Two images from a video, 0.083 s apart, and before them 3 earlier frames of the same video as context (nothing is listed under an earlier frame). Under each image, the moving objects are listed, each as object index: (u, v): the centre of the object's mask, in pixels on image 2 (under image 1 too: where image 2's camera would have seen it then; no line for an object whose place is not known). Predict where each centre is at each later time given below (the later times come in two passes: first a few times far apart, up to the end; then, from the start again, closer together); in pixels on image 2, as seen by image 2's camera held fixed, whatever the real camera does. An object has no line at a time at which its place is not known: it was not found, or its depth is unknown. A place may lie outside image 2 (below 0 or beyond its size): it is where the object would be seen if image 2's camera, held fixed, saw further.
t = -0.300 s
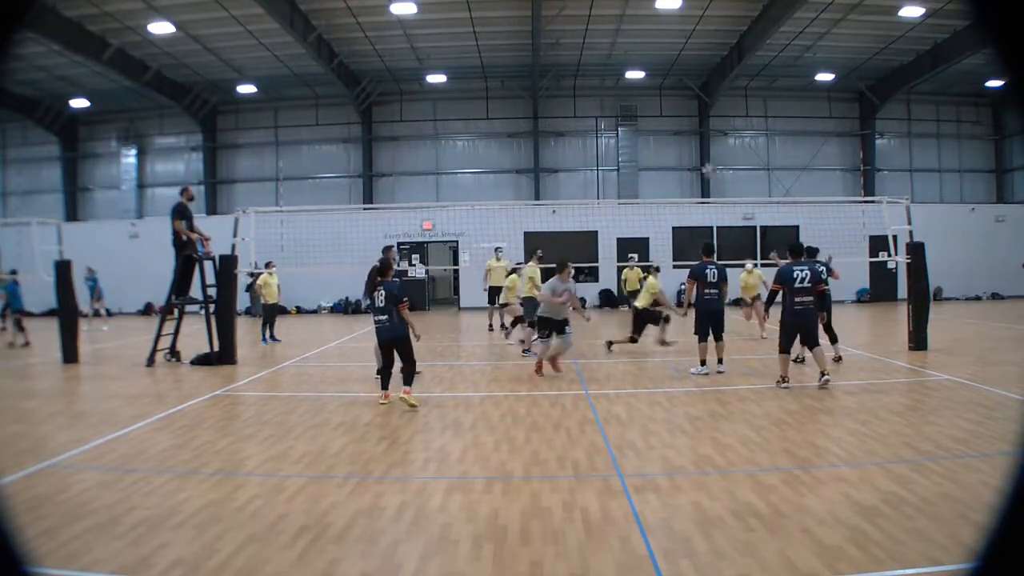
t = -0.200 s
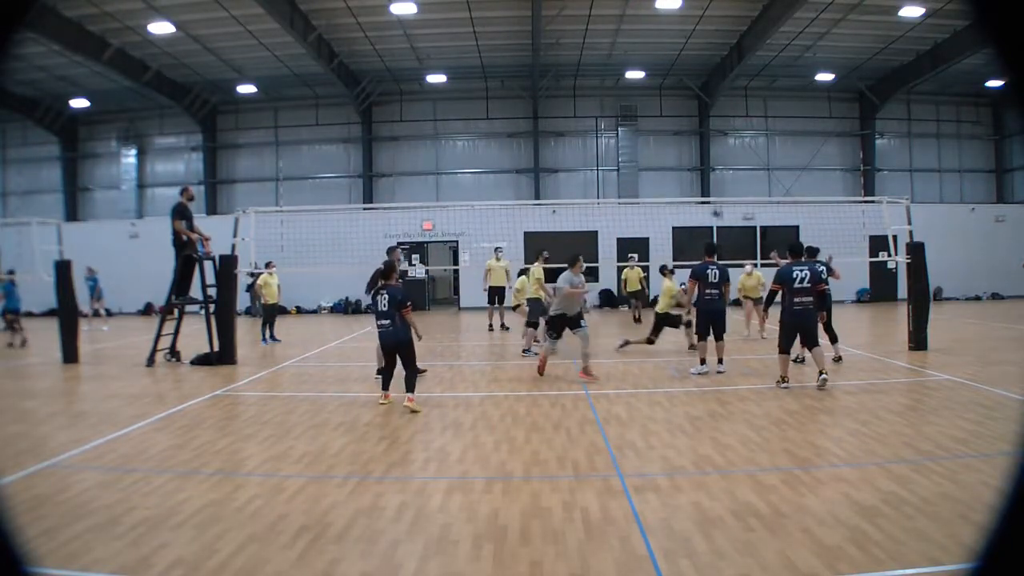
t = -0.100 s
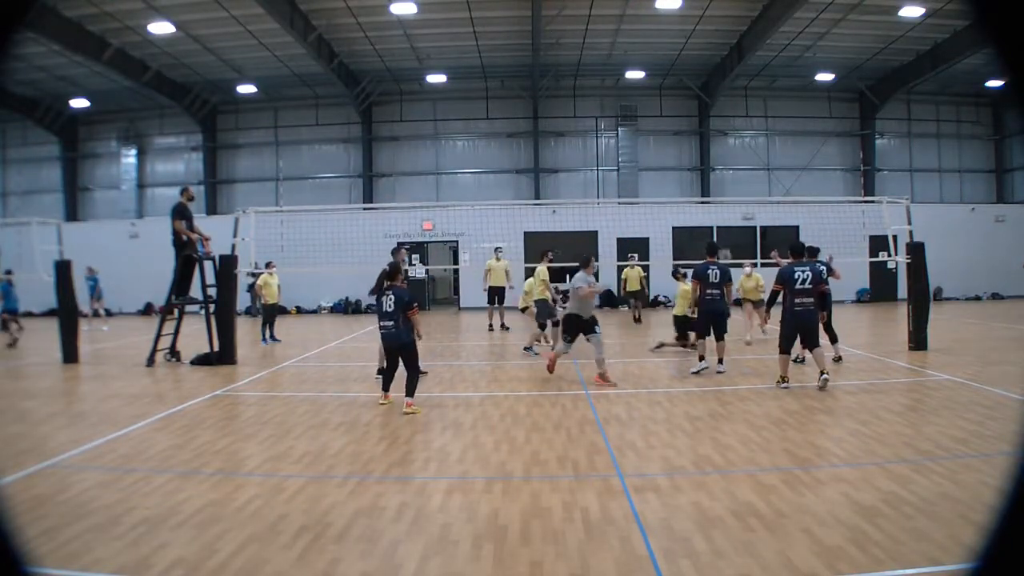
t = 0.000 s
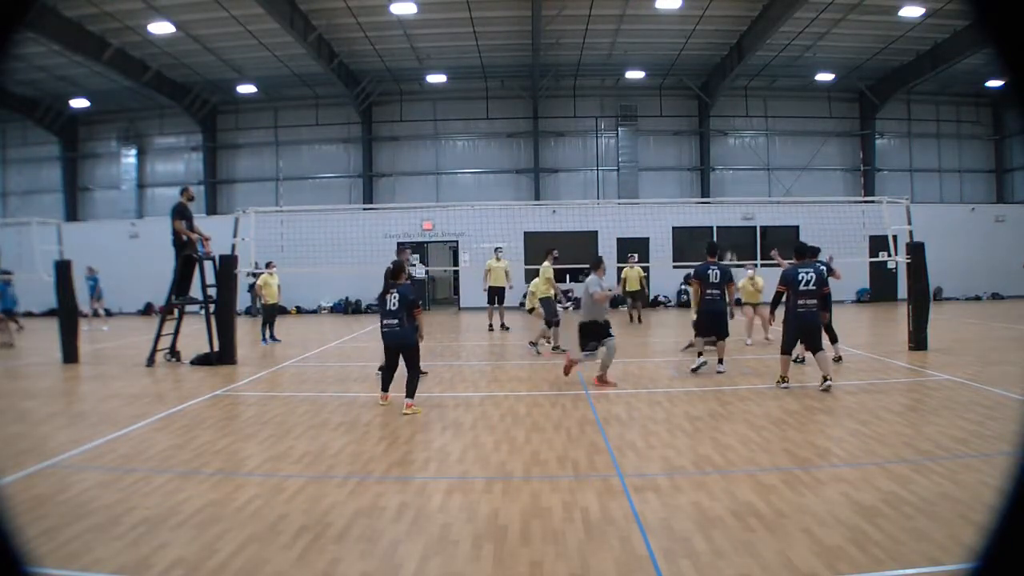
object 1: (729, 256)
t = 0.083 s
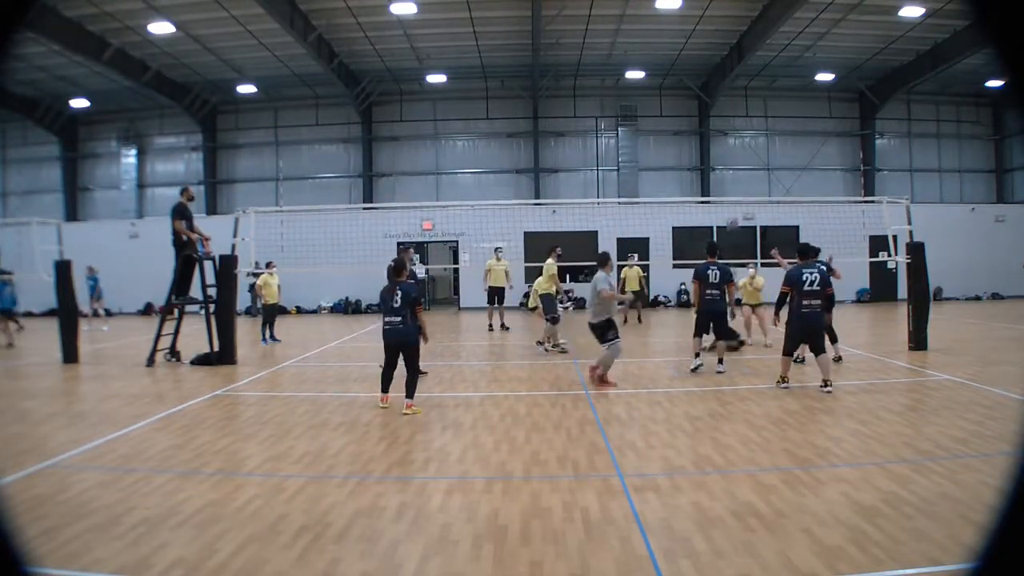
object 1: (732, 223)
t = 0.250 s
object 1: (733, 159)
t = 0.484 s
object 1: (735, 95)
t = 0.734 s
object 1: (738, 67)
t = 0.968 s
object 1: (744, 78)
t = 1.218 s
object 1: (754, 137)
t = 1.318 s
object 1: (759, 179)
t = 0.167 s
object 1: (731, 191)
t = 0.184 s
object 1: (731, 183)
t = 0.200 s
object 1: (732, 177)
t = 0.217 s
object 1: (734, 171)
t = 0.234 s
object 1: (732, 164)
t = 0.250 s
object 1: (733, 159)
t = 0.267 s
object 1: (733, 152)
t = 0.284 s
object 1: (731, 145)
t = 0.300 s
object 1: (732, 142)
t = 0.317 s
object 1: (732, 136)
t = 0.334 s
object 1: (734, 132)
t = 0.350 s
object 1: (732, 125)
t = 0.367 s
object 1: (732, 121)
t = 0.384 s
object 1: (734, 117)
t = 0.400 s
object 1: (733, 113)
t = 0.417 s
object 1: (735, 109)
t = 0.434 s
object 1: (735, 105)
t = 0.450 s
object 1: (735, 102)
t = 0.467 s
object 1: (735, 99)
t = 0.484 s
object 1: (735, 95)
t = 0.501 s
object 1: (735, 92)
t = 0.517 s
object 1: (735, 90)
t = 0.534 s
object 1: (735, 87)
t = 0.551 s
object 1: (735, 85)
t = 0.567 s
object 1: (735, 82)
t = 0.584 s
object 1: (735, 79)
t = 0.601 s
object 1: (736, 77)
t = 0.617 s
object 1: (736, 75)
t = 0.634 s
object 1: (736, 73)
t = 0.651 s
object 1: (736, 72)
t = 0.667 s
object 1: (737, 71)
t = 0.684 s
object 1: (737, 69)
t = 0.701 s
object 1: (738, 69)
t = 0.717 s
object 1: (738, 68)
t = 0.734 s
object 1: (738, 67)
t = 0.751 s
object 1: (738, 66)
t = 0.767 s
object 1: (739, 66)
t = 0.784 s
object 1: (739, 66)
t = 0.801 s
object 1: (739, 66)
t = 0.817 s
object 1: (740, 66)
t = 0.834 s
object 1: (740, 66)
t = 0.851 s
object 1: (740, 67)
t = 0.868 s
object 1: (741, 68)
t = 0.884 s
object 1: (742, 69)
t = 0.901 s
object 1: (742, 70)
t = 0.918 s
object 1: (743, 71)
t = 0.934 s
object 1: (743, 73)
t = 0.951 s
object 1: (743, 74)
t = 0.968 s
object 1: (744, 78)
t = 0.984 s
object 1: (745, 80)
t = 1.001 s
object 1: (745, 81)
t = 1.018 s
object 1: (746, 84)
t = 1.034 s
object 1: (747, 87)
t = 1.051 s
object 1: (747, 91)
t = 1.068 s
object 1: (747, 93)
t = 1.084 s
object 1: (747, 96)
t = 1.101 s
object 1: (747, 103)
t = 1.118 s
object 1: (749, 106)
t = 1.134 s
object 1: (749, 110)
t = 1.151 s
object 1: (750, 116)
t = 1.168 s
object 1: (752, 119)
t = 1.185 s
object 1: (753, 124)
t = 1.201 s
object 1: (753, 132)
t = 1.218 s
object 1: (754, 137)
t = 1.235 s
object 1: (755, 143)
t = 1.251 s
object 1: (758, 148)
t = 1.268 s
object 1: (759, 158)
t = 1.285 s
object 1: (758, 163)
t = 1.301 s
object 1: (757, 170)
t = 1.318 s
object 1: (759, 179)
